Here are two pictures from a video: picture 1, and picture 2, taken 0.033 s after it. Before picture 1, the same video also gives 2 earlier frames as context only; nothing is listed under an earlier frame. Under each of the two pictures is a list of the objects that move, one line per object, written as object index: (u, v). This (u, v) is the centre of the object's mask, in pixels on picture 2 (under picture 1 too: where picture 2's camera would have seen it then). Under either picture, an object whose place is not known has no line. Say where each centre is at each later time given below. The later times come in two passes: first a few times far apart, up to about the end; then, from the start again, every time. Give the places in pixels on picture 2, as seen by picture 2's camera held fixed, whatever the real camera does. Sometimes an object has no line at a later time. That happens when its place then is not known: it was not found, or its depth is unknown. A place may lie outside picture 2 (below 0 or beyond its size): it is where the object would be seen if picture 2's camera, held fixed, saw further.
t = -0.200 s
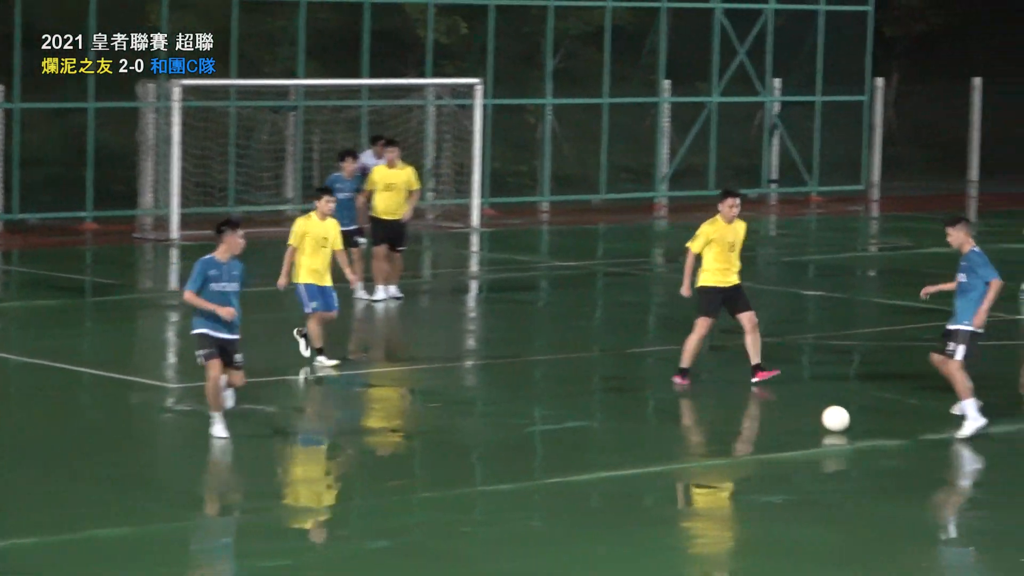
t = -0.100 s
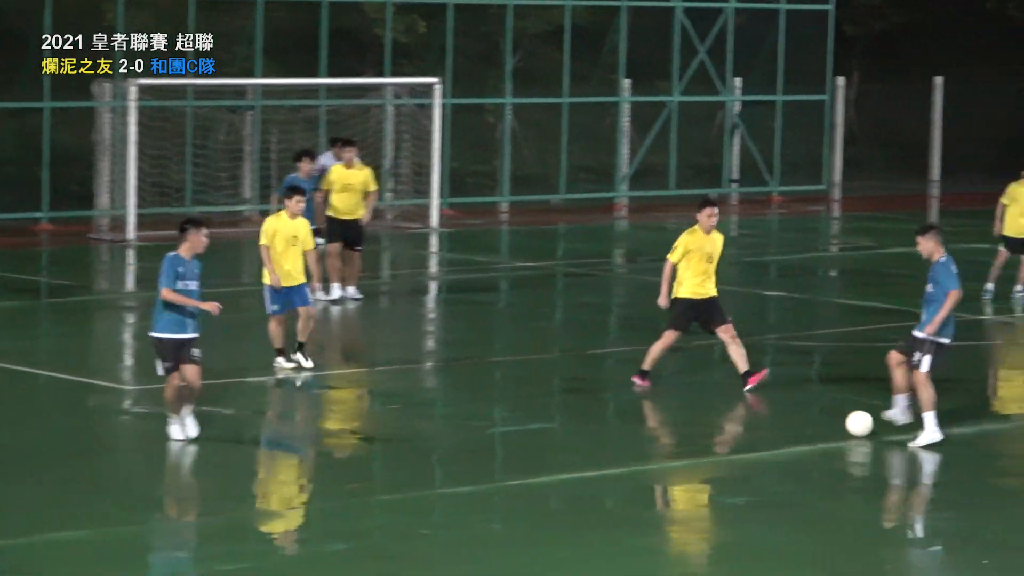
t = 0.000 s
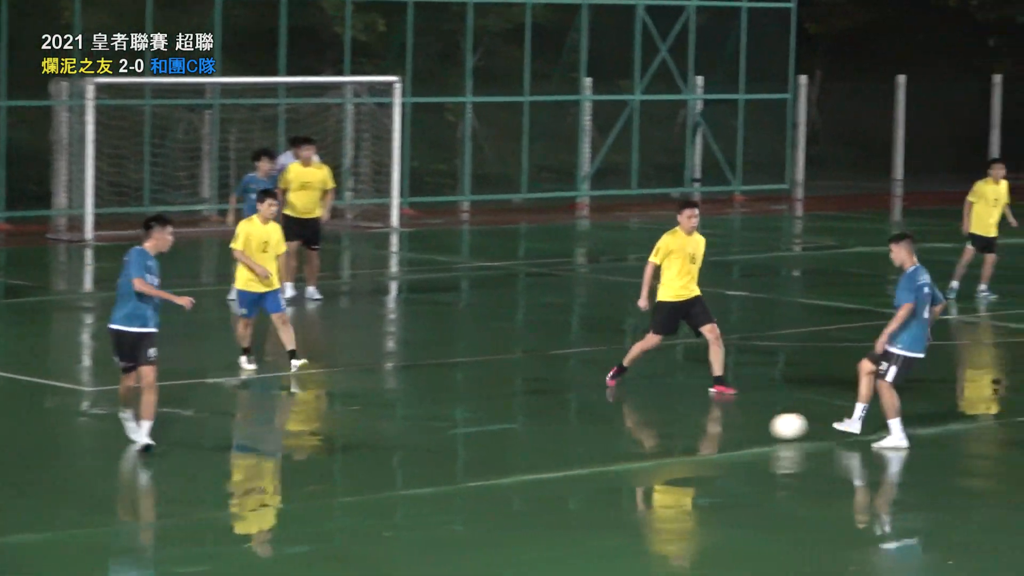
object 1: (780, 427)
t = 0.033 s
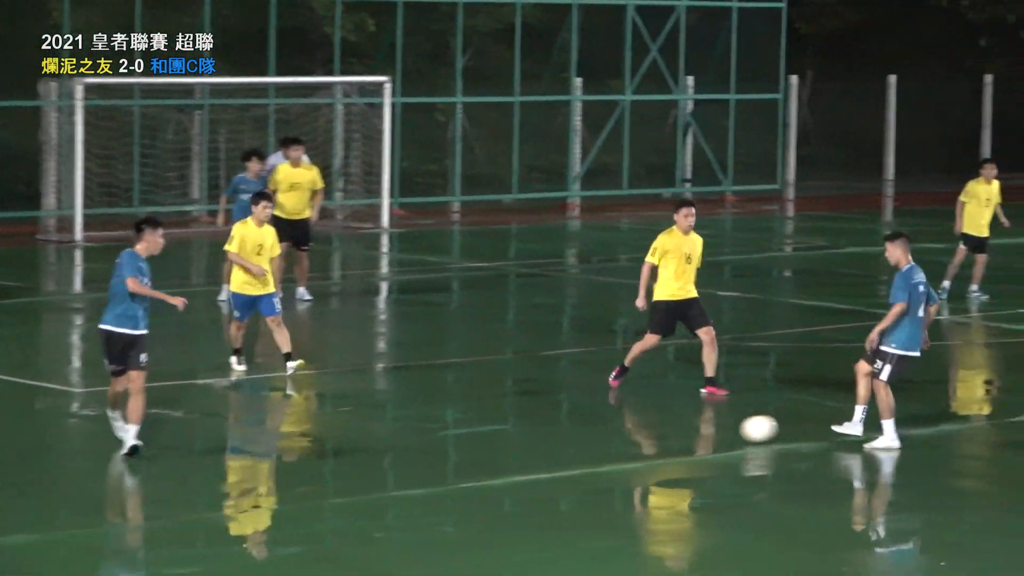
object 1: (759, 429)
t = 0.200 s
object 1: (663, 437)
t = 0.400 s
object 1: (572, 444)
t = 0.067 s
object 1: (737, 431)
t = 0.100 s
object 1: (718, 432)
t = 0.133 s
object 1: (698, 434)
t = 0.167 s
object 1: (679, 436)
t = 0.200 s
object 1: (663, 437)
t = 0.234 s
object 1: (646, 438)
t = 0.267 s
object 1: (631, 440)
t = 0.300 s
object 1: (616, 441)
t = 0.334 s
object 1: (601, 442)
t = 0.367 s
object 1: (586, 443)
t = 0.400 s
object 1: (572, 444)
